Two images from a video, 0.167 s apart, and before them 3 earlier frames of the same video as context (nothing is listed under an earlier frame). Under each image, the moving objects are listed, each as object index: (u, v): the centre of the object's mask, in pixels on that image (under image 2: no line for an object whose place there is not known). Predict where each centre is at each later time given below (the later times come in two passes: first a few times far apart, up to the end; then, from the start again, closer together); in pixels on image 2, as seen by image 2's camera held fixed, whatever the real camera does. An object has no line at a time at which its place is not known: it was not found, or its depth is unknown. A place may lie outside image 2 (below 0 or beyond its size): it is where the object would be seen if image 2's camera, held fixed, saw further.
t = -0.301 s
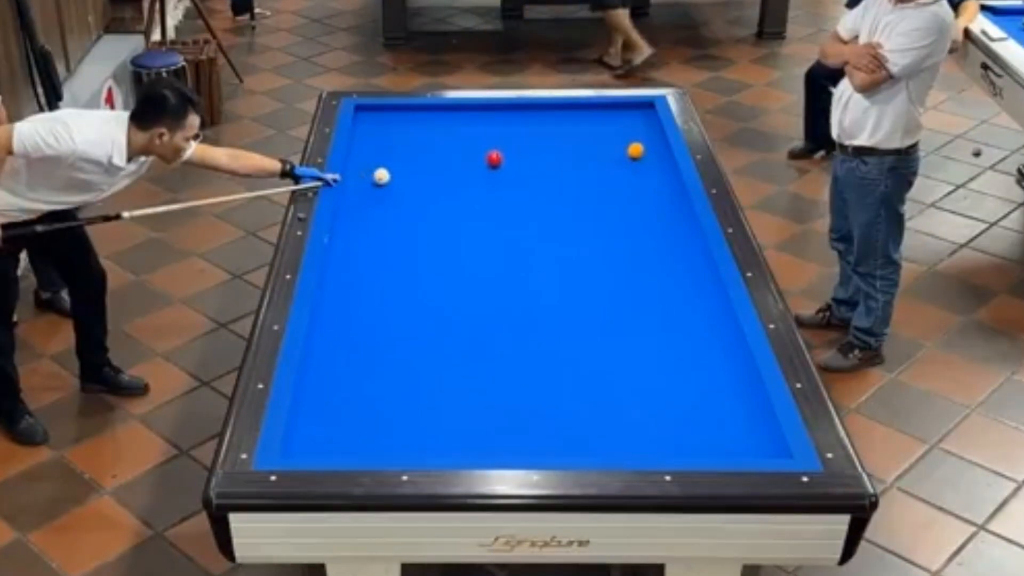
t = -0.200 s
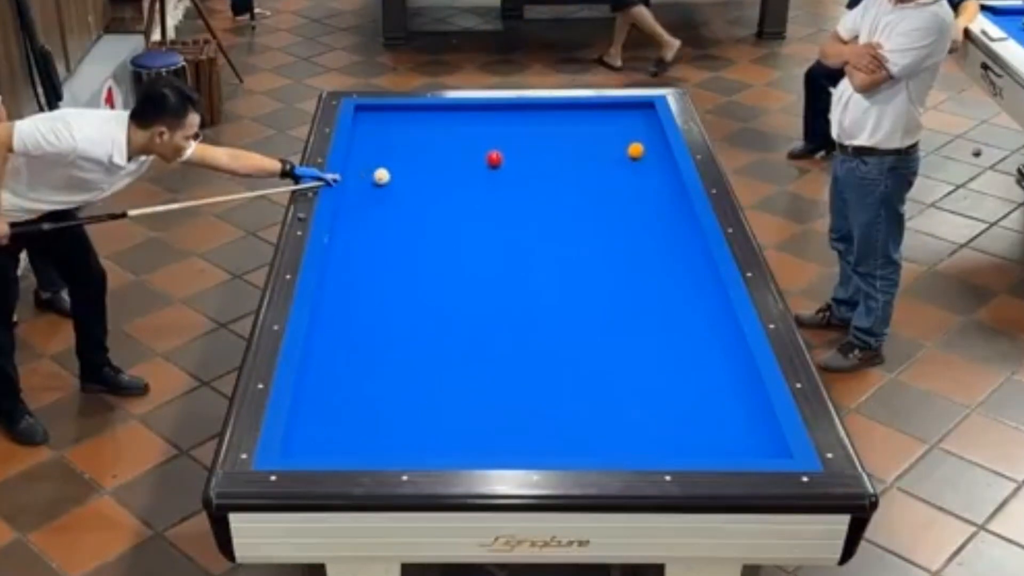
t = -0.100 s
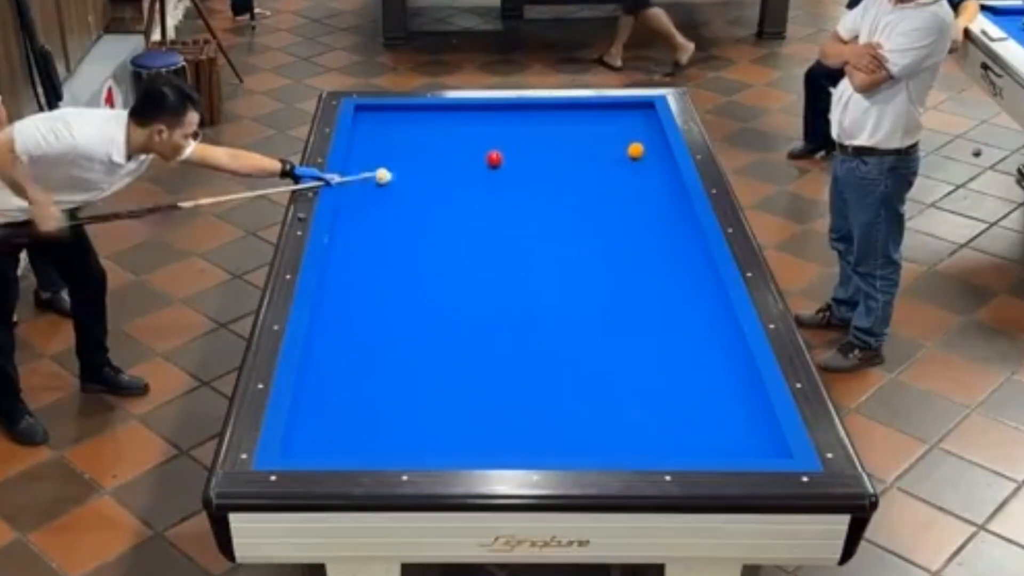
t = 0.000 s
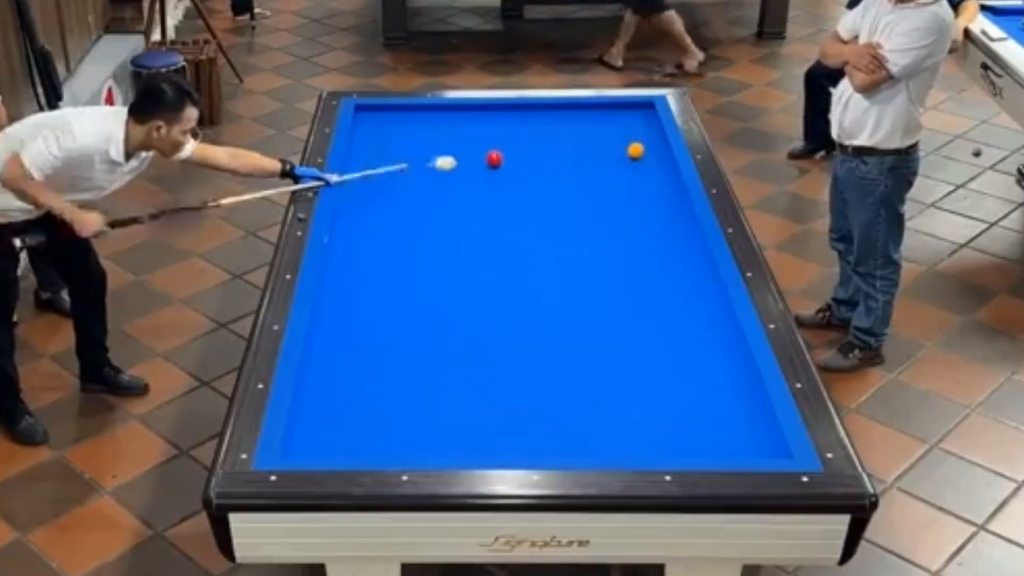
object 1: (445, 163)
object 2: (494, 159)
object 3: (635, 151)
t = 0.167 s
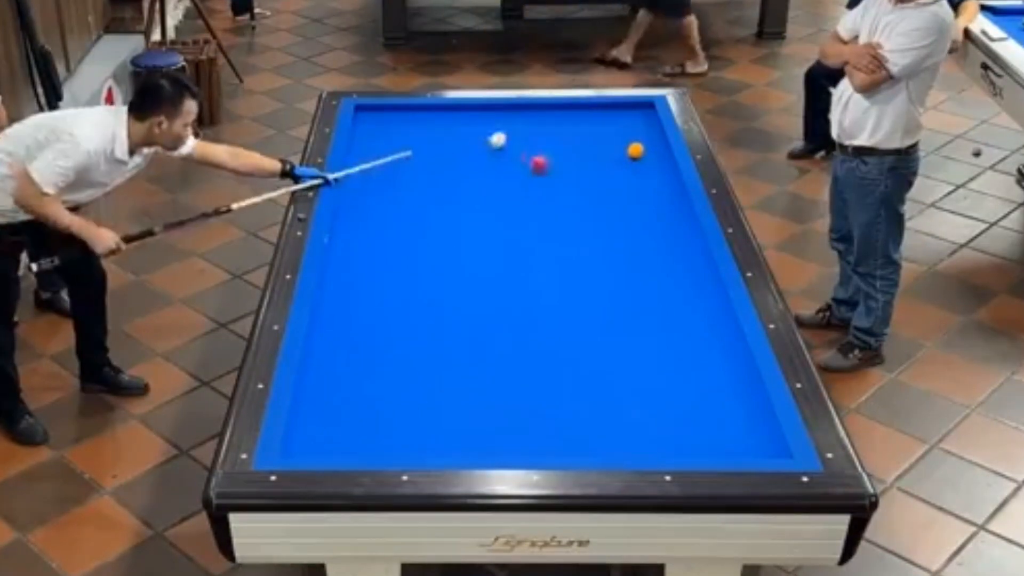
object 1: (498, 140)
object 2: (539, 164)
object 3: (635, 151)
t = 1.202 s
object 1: (657, 158)
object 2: (561, 189)
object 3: (604, 158)
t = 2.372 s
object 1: (684, 217)
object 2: (378, 209)
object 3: (466, 192)
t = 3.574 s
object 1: (703, 284)
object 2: (359, 234)
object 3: (383, 207)
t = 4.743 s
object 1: (722, 351)
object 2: (334, 273)
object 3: (380, 204)
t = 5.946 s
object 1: (742, 419)
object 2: (327, 304)
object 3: (380, 205)
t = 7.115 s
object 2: (329, 323)
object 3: (380, 204)
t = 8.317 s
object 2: (328, 330)
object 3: (380, 204)
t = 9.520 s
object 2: (328, 330)
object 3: (380, 204)
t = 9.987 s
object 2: (328, 330)
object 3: (380, 204)
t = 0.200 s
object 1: (504, 135)
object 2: (552, 165)
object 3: (635, 151)
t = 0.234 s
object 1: (511, 130)
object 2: (565, 167)
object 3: (635, 151)
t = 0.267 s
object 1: (518, 126)
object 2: (577, 168)
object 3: (635, 151)
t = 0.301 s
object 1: (526, 121)
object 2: (589, 168)
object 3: (635, 151)
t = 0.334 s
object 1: (534, 117)
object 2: (600, 170)
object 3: (635, 151)
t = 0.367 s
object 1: (542, 112)
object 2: (611, 171)
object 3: (635, 151)
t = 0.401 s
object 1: (549, 108)
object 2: (622, 172)
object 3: (635, 151)
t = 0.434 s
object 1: (556, 107)
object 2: (633, 172)
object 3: (635, 151)
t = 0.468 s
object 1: (564, 110)
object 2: (644, 174)
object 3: (635, 151)
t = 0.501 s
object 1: (572, 113)
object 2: (654, 175)
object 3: (635, 151)
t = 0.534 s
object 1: (579, 116)
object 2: (666, 176)
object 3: (635, 151)
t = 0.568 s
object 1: (587, 118)
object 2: (673, 177)
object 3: (635, 151)
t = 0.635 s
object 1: (602, 124)
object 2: (657, 179)
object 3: (635, 151)
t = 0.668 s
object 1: (609, 126)
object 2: (650, 180)
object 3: (635, 151)
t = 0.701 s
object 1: (617, 128)
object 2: (643, 180)
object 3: (635, 151)
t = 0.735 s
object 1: (625, 130)
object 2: (636, 181)
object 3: (636, 151)
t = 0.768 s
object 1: (632, 132)
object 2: (630, 181)
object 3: (636, 151)
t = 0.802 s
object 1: (640, 135)
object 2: (625, 182)
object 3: (635, 151)
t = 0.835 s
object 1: (649, 137)
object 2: (619, 182)
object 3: (635, 151)
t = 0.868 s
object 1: (657, 139)
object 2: (614, 183)
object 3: (636, 151)
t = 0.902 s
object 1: (658, 141)
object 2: (609, 183)
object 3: (635, 151)
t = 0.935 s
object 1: (656, 143)
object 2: (603, 184)
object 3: (635, 151)
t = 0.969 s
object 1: (650, 147)
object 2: (599, 185)
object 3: (634, 151)
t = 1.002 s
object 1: (651, 149)
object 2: (593, 185)
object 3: (631, 151)
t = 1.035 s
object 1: (652, 150)
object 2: (587, 186)
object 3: (626, 153)
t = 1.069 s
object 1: (653, 152)
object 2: (582, 186)
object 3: (621, 154)
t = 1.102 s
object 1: (654, 154)
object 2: (576, 187)
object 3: (617, 155)
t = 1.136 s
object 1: (655, 155)
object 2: (571, 188)
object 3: (612, 156)
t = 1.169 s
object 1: (656, 157)
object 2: (566, 188)
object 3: (608, 157)
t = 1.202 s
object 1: (657, 158)
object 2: (561, 189)
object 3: (604, 158)
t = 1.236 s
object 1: (658, 160)
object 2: (555, 189)
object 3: (600, 159)
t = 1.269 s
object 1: (659, 161)
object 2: (550, 190)
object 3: (596, 160)
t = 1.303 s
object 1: (660, 163)
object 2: (544, 190)
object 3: (592, 161)
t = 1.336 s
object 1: (661, 165)
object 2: (539, 191)
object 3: (588, 162)
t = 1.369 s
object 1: (662, 166)
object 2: (533, 192)
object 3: (584, 163)
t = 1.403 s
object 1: (663, 168)
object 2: (528, 192)
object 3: (581, 164)
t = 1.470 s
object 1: (665, 171)
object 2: (517, 194)
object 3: (572, 166)
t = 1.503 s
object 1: (666, 173)
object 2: (512, 194)
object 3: (568, 167)
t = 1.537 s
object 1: (667, 175)
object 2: (507, 194)
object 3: (565, 168)
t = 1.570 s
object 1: (668, 176)
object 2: (501, 195)
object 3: (560, 169)
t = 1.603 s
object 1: (669, 178)
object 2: (496, 196)
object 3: (556, 170)
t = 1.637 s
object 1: (670, 179)
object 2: (491, 196)
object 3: (553, 171)
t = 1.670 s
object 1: (671, 181)
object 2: (486, 197)
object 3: (549, 172)
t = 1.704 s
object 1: (672, 182)
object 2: (480, 197)
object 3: (544, 173)
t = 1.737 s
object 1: (673, 185)
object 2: (476, 198)
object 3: (541, 174)
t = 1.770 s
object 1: (674, 186)
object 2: (471, 199)
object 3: (537, 174)
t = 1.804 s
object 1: (675, 188)
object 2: (465, 199)
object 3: (533, 175)
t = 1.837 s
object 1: (676, 190)
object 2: (460, 200)
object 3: (529, 177)
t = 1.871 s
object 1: (677, 191)
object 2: (456, 200)
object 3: (525, 178)
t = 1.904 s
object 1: (678, 193)
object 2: (450, 201)
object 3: (521, 179)
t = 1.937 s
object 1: (679, 194)
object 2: (445, 202)
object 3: (516, 180)
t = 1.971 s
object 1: (680, 196)
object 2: (439, 202)
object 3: (513, 181)
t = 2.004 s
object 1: (680, 198)
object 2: (434, 202)
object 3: (508, 181)
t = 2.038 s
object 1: (681, 200)
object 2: (429, 203)
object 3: (505, 182)
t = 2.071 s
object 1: (681, 201)
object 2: (424, 204)
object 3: (501, 183)
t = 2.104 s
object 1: (681, 203)
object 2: (419, 204)
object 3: (497, 184)
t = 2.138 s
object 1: (681, 205)
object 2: (414, 205)
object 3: (493, 184)
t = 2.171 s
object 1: (682, 207)
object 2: (408, 205)
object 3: (489, 185)
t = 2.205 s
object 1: (682, 208)
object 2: (404, 206)
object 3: (485, 187)
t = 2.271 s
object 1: (683, 212)
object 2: (394, 208)
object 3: (478, 189)
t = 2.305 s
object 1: (684, 214)
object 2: (388, 207)
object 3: (473, 190)
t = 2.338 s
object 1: (684, 215)
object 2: (383, 208)
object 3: (469, 191)
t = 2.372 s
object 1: (684, 217)
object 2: (378, 209)
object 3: (466, 192)
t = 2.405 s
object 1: (685, 219)
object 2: (373, 209)
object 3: (462, 192)
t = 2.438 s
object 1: (686, 221)
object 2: (368, 210)
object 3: (458, 193)
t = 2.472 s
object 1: (686, 223)
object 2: (363, 210)
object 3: (454, 194)
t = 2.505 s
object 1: (687, 224)
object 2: (358, 211)
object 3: (450, 195)
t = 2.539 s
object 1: (687, 226)
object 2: (353, 212)
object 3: (446, 196)
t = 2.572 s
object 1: (687, 228)
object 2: (348, 212)
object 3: (442, 197)
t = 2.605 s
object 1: (688, 230)
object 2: (343, 212)
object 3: (438, 198)
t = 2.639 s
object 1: (689, 232)
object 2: (339, 213)
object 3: (434, 199)
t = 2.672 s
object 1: (689, 233)
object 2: (343, 213)
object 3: (430, 200)
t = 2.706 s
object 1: (689, 235)
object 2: (346, 213)
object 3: (426, 201)
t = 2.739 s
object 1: (690, 237)
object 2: (349, 213)
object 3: (422, 202)
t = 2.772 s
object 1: (691, 239)
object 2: (352, 213)
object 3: (419, 203)
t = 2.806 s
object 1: (691, 241)
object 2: (355, 213)
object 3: (415, 204)
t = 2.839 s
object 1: (691, 242)
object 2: (357, 214)
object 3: (411, 205)
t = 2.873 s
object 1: (692, 244)
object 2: (359, 214)
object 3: (406, 205)
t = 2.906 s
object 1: (692, 246)
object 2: (362, 214)
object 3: (403, 206)
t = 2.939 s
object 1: (693, 248)
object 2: (365, 214)
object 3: (400, 207)
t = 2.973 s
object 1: (693, 249)
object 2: (368, 214)
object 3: (395, 208)
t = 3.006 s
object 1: (694, 252)
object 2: (369, 214)
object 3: (391, 209)
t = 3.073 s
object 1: (695, 256)
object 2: (371, 214)
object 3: (388, 209)
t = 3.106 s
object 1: (695, 258)
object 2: (370, 218)
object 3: (387, 210)
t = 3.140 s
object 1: (696, 260)
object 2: (369, 219)
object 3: (387, 210)
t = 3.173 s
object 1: (696, 261)
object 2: (368, 220)
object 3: (387, 209)
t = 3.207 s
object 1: (697, 263)
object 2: (367, 221)
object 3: (386, 209)
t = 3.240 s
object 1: (698, 265)
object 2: (367, 222)
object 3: (386, 208)
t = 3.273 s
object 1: (698, 267)
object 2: (367, 224)
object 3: (386, 208)
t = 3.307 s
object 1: (698, 268)
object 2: (365, 225)
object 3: (385, 208)
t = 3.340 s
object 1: (699, 271)
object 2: (364, 226)
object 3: (385, 208)
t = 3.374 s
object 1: (699, 273)
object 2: (364, 227)
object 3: (385, 208)
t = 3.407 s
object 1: (700, 275)
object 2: (363, 228)
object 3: (384, 208)
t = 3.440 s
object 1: (701, 276)
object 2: (362, 229)
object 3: (384, 208)
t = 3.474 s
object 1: (701, 278)
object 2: (361, 230)
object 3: (384, 208)
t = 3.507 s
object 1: (701, 280)
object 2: (360, 231)
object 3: (383, 207)
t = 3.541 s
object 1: (702, 282)
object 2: (360, 233)
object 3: (383, 207)
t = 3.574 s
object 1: (703, 284)
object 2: (359, 234)
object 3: (383, 207)
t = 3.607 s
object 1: (703, 286)
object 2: (359, 235)
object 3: (383, 206)
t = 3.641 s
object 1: (704, 288)
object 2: (358, 237)
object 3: (383, 207)
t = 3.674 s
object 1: (704, 289)
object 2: (356, 238)
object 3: (382, 207)
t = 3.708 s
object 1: (704, 291)
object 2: (356, 239)
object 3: (382, 206)
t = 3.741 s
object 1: (705, 294)
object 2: (355, 240)
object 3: (382, 206)
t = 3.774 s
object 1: (706, 296)
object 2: (355, 241)
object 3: (382, 206)
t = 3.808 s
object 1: (706, 297)
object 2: (354, 242)
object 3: (381, 206)
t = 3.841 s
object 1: (707, 299)
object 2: (353, 244)
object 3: (381, 206)
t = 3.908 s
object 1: (708, 303)
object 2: (352, 246)
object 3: (381, 206)
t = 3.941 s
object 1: (708, 305)
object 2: (351, 247)
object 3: (381, 206)
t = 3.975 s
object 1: (708, 307)
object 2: (351, 248)
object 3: (381, 206)
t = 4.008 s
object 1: (709, 308)
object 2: (350, 249)
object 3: (381, 205)
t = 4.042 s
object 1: (710, 311)
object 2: (349, 250)
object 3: (381, 205)
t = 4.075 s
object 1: (711, 312)
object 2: (348, 251)
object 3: (381, 205)
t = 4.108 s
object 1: (711, 314)
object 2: (347, 252)
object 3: (380, 205)
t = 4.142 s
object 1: (711, 316)
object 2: (347, 254)
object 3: (380, 205)
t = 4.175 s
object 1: (712, 318)
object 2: (346, 254)
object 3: (380, 205)
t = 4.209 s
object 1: (712, 320)
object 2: (346, 256)
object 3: (380, 205)
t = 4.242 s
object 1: (713, 322)
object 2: (344, 257)
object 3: (380, 205)
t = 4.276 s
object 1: (713, 324)
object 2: (343, 258)
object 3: (380, 205)
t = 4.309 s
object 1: (715, 326)
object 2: (343, 259)
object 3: (380, 205)
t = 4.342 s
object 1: (715, 328)
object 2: (342, 261)
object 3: (380, 205)
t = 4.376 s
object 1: (715, 329)
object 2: (342, 262)
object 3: (380, 205)
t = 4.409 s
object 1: (716, 332)
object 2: (340, 263)
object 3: (380, 205)
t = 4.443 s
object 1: (717, 333)
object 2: (340, 264)
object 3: (380, 205)
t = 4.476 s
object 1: (717, 335)
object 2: (339, 265)
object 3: (380, 205)
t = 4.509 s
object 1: (718, 337)
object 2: (339, 266)
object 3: (380, 205)
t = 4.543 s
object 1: (718, 339)
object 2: (338, 267)
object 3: (380, 205)
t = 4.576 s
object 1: (719, 341)
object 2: (337, 268)
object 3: (380, 204)
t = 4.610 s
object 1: (720, 343)
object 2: (336, 269)
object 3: (380, 204)
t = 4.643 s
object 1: (720, 345)
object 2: (335, 270)
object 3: (380, 204)
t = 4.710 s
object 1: (721, 349)
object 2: (335, 272)
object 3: (380, 204)
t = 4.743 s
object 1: (722, 351)
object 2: (334, 273)
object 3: (380, 204)
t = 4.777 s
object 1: (722, 353)
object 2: (333, 274)
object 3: (380, 204)
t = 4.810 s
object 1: (723, 355)
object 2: (332, 275)
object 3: (380, 204)
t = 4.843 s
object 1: (723, 357)
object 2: (332, 276)
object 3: (380, 204)
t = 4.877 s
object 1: (724, 359)
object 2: (331, 277)
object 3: (380, 204)
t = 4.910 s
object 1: (725, 360)
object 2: (330, 278)
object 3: (380, 204)
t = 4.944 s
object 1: (725, 362)
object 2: (330, 279)
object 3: (380, 204)
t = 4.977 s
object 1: (726, 364)
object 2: (329, 280)
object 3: (380, 204)
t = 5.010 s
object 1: (727, 366)
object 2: (328, 282)
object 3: (380, 204)
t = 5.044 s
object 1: (727, 368)
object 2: (327, 282)
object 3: (380, 204)
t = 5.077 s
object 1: (727, 370)
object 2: (326, 283)
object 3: (380, 204)
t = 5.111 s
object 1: (728, 372)
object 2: (326, 284)
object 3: (380, 204)
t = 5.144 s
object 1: (729, 374)
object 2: (325, 285)
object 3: (380, 204)
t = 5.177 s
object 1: (729, 376)
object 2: (325, 286)
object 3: (380, 204)
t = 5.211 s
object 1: (730, 378)
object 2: (325, 287)
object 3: (380, 204)
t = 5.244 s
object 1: (730, 379)
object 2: (325, 287)
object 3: (380, 204)
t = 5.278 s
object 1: (731, 381)
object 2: (325, 288)
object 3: (380, 204)
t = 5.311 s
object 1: (732, 383)
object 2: (326, 290)
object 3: (380, 204)
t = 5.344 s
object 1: (732, 385)
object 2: (326, 290)
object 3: (380, 204)
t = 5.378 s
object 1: (733, 387)
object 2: (326, 292)
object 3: (380, 204)
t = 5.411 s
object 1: (733, 389)
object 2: (326, 292)
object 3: (380, 204)
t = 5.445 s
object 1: (734, 391)
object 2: (326, 292)
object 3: (380, 204)
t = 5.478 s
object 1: (734, 393)
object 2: (326, 294)
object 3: (380, 204)
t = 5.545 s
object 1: (735, 396)
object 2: (326, 295)
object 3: (380, 204)
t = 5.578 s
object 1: (736, 398)
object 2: (326, 296)
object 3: (380, 204)
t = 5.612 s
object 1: (737, 400)
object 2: (327, 297)
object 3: (380, 204)
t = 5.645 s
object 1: (737, 402)
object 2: (327, 297)
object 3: (380, 204)
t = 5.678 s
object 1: (738, 404)
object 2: (327, 298)
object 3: (380, 204)
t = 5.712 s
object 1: (738, 406)
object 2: (327, 299)
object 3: (380, 204)
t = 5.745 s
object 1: (739, 408)
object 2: (327, 300)
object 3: (380, 204)
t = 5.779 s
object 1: (739, 410)
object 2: (327, 301)
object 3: (380, 204)
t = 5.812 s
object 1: (740, 411)
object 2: (327, 302)
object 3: (380, 204)
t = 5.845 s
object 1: (740, 413)
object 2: (327, 302)
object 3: (380, 204)
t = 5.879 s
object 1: (741, 415)
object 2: (330, 303)
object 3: (380, 204)
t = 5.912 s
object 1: (741, 417)
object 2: (327, 303)
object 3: (380, 205)
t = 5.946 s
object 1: (742, 419)
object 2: (327, 304)
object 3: (380, 205)
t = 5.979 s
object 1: (742, 421)
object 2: (327, 305)
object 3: (380, 205)
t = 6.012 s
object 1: (743, 422)
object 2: (327, 305)
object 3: (380, 205)
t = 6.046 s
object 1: (743, 424)
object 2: (328, 306)
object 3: (380, 205)
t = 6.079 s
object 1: (744, 426)
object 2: (328, 307)
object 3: (380, 205)
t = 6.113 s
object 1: (744, 427)
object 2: (328, 307)
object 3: (380, 205)
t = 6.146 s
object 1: (745, 429)
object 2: (328, 308)
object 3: (380, 204)
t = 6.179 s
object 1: (745, 431)
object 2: (328, 309)
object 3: (380, 204)
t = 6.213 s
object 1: (745, 433)
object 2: (328, 309)
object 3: (380, 204)
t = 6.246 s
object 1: (745, 435)
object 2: (328, 310)
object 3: (380, 204)
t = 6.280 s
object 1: (746, 436)
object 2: (328, 310)
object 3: (380, 204)
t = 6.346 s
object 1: (747, 440)
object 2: (329, 311)
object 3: (380, 204)
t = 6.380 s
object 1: (747, 442)
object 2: (329, 312)
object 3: (380, 204)
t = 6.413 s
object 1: (748, 443)
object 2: (329, 312)
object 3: (380, 204)
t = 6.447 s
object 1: (748, 445)
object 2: (329, 313)
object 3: (380, 204)
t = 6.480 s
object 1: (748, 446)
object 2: (329, 314)
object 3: (380, 204)
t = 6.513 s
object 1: (748, 447)
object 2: (329, 315)
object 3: (380, 204)
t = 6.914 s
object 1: (741, 445)
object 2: (330, 320)
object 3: (380, 204)
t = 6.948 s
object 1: (740, 445)
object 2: (330, 320)
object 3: (380, 204)
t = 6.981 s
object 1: (738, 445)
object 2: (330, 321)
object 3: (380, 204)
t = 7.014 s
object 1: (738, 444)
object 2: (330, 321)
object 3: (380, 204)
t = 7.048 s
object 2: (329, 322)
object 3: (380, 204)
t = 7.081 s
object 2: (329, 322)
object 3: (380, 204)
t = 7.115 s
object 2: (329, 323)
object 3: (380, 204)
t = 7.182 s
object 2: (329, 323)
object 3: (380, 204)
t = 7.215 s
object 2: (329, 324)
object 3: (380, 204)
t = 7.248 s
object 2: (329, 323)
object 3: (380, 204)
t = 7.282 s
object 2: (329, 325)
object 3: (380, 204)
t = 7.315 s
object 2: (329, 325)
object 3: (380, 204)
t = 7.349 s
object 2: (329, 325)
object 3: (380, 204)
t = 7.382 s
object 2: (329, 325)
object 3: (380, 204)
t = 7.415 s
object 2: (329, 326)
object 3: (380, 204)
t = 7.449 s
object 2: (329, 326)
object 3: (380, 204)
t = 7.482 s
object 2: (329, 326)
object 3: (380, 204)
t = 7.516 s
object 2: (329, 327)
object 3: (380, 204)
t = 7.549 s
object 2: (329, 327)
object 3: (380, 204)
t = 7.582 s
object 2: (329, 327)
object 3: (380, 204)
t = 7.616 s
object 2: (329, 327)
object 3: (380, 204)
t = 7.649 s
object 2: (329, 327)
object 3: (380, 204)
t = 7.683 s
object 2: (329, 327)
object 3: (380, 204)
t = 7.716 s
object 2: (329, 328)
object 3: (380, 204)
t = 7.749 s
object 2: (328, 328)
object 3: (380, 204)
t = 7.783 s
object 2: (328, 328)
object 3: (380, 204)
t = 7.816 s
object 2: (328, 328)
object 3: (380, 204)
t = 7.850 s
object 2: (328, 328)
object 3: (380, 204)
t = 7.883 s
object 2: (328, 328)
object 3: (380, 204)
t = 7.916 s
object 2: (328, 329)
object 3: (380, 204)
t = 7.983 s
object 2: (328, 329)
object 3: (380, 204)
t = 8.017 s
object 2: (328, 329)
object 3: (380, 204)
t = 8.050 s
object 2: (328, 329)
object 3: (380, 204)
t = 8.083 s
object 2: (328, 329)
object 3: (380, 204)
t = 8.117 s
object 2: (328, 330)
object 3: (380, 204)
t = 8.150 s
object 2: (328, 330)
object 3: (380, 204)
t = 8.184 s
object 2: (328, 330)
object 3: (380, 204)
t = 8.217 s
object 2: (328, 330)
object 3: (380, 204)
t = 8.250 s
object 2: (328, 330)
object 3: (380, 204)
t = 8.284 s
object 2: (328, 330)
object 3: (380, 204)
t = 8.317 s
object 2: (328, 330)
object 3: (380, 204)
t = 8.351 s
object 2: (328, 330)
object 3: (380, 204)
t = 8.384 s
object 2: (328, 330)
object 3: (380, 204)
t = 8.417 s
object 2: (328, 330)
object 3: (380, 204)
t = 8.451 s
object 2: (328, 330)
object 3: (380, 204)
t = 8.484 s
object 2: (328, 330)
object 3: (380, 204)
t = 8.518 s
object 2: (328, 330)
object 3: (380, 204)
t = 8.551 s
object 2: (328, 330)
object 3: (380, 204)
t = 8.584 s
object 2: (328, 330)
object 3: (380, 204)
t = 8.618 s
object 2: (328, 330)
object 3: (380, 204)
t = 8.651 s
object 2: (328, 330)
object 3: (380, 204)
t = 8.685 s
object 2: (328, 330)
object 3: (380, 204)
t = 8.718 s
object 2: (328, 330)
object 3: (380, 204)
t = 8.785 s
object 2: (328, 330)
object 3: (380, 204)
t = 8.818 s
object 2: (328, 330)
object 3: (380, 204)
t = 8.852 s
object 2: (328, 330)
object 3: (380, 204)
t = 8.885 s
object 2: (328, 330)
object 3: (380, 204)
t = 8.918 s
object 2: (328, 330)
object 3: (380, 204)
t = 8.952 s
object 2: (328, 330)
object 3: (380, 204)
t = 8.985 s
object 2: (328, 330)
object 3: (380, 204)
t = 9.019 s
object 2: (328, 330)
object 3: (380, 204)
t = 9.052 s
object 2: (328, 330)
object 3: (380, 204)
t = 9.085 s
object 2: (328, 330)
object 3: (380, 204)
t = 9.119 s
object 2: (328, 330)
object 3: (380, 204)
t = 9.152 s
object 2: (328, 330)
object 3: (380, 204)
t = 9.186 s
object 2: (328, 330)
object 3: (380, 204)
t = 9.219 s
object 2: (328, 330)
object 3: (380, 204)
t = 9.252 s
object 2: (328, 330)
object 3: (380, 204)
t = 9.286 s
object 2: (328, 330)
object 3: (380, 204)
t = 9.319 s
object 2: (328, 330)
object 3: (380, 204)
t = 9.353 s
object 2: (328, 330)
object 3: (380, 204)
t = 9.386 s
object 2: (328, 330)
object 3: (380, 204)
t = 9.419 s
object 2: (328, 330)
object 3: (380, 204)
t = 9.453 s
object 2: (328, 330)
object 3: (380, 204)
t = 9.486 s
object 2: (328, 330)
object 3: (380, 204)
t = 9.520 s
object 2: (328, 330)
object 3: (380, 204)
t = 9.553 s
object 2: (328, 330)
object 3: (380, 204)
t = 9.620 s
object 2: (328, 330)
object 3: (380, 204)
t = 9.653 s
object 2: (328, 330)
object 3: (380, 204)
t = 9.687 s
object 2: (328, 330)
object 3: (380, 204)
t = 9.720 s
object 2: (328, 330)
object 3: (380, 204)
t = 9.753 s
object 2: (328, 330)
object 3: (380, 204)
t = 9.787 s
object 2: (328, 330)
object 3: (380, 204)
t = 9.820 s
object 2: (328, 330)
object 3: (380, 204)
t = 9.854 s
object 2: (328, 330)
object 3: (380, 204)
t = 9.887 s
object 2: (328, 330)
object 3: (380, 204)
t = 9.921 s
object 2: (328, 330)
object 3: (380, 204)
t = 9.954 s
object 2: (328, 330)
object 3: (380, 204)
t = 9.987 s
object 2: (328, 330)
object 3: (380, 204)
